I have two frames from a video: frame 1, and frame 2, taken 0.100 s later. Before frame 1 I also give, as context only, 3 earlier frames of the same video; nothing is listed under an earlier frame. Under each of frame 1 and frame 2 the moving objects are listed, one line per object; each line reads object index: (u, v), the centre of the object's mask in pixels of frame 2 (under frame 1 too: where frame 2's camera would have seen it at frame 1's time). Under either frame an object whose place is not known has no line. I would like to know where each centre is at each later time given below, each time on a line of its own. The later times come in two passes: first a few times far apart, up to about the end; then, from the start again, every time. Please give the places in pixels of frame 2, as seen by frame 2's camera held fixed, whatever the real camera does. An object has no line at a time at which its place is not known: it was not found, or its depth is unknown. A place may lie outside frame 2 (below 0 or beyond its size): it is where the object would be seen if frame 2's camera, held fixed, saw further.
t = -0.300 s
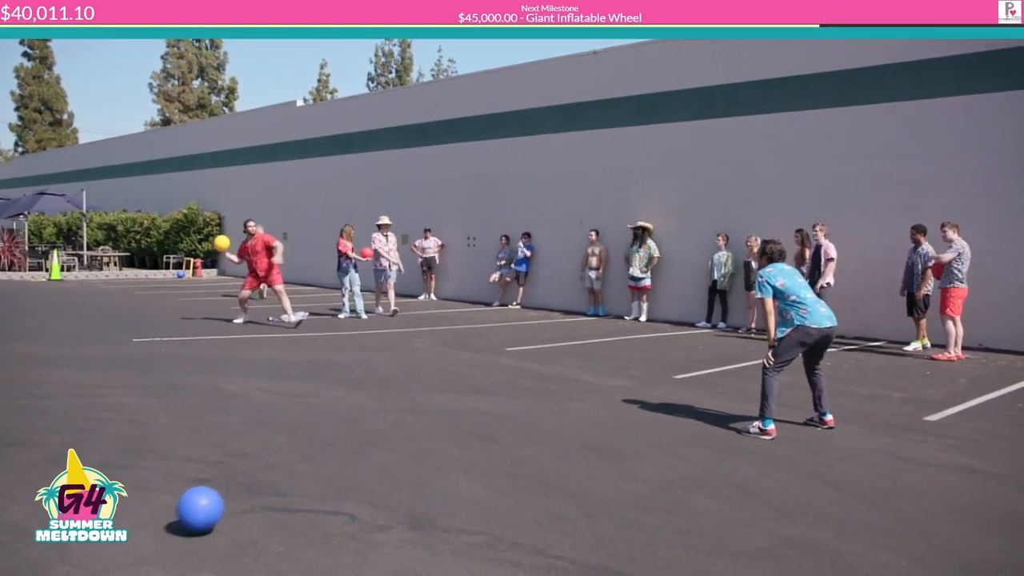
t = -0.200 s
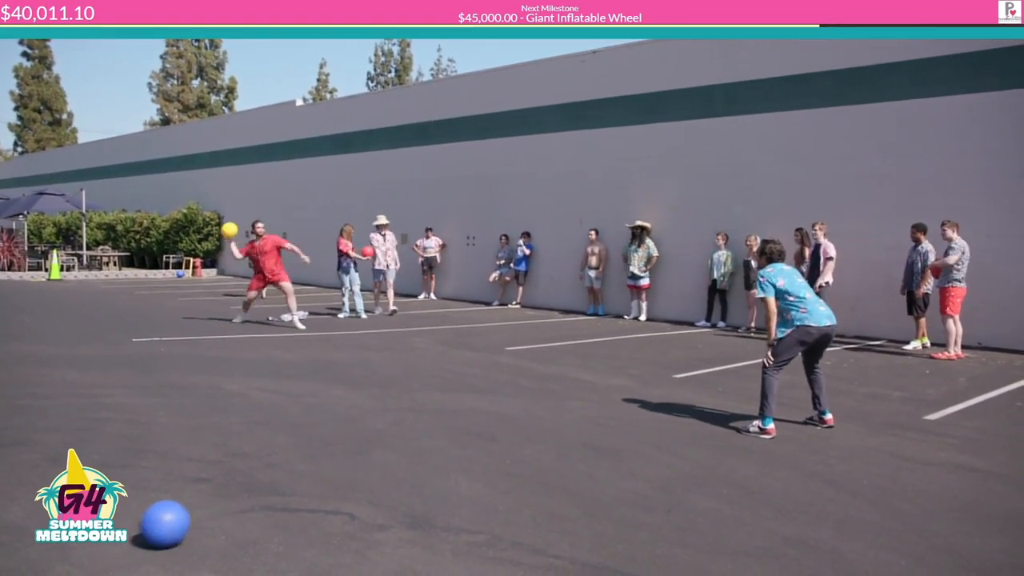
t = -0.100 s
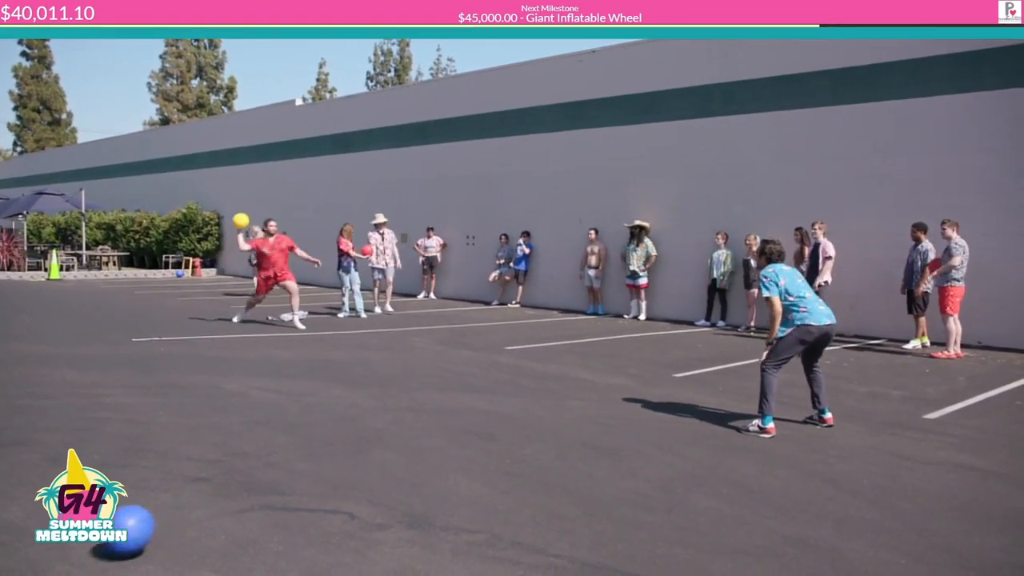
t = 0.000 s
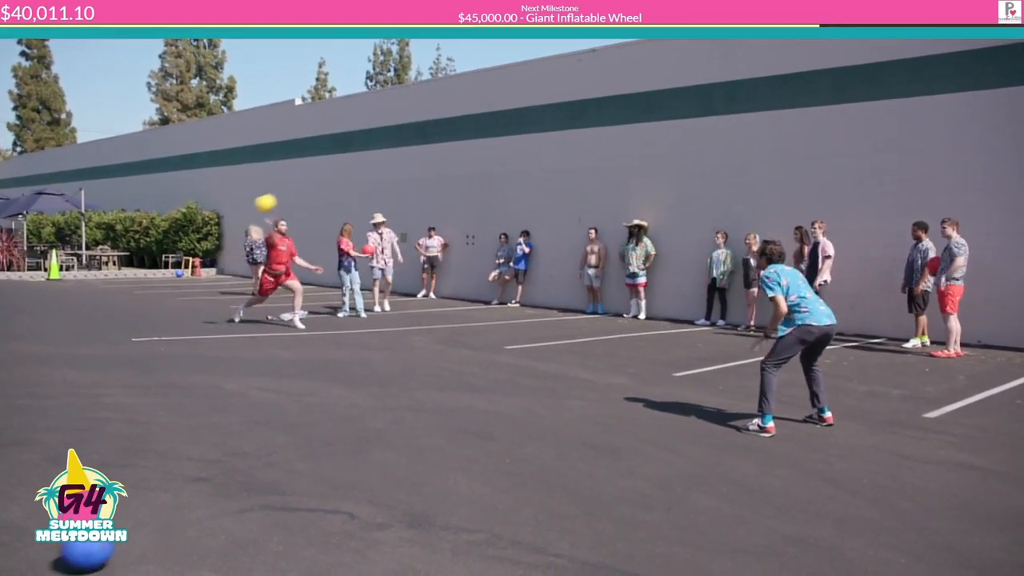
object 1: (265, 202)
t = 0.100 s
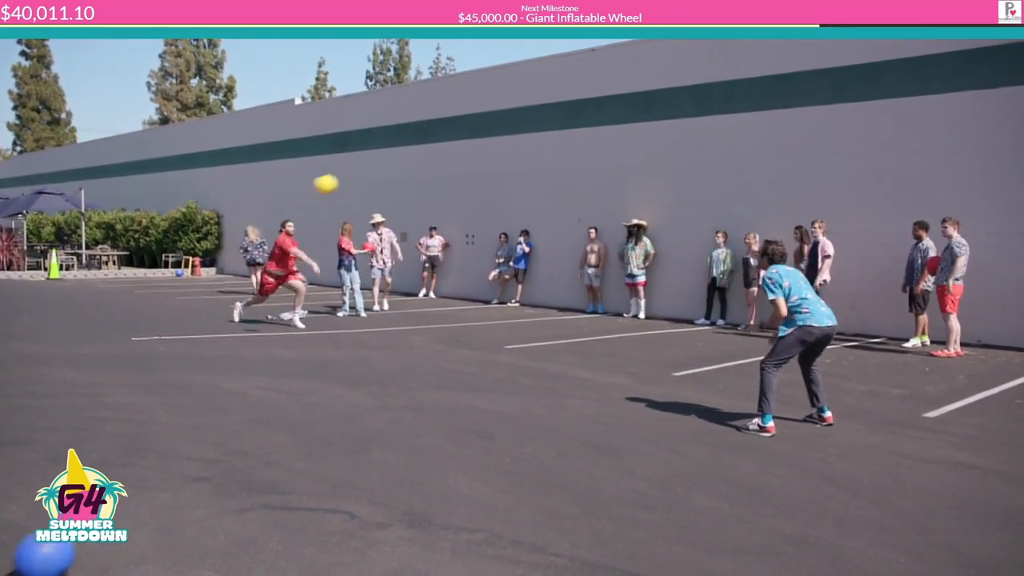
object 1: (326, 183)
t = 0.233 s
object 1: (423, 162)
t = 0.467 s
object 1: (663, 141)
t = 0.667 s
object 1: (1004, 157)
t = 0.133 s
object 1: (348, 178)
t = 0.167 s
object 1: (372, 173)
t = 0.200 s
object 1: (396, 168)
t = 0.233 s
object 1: (423, 162)
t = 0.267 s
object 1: (451, 158)
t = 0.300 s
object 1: (479, 154)
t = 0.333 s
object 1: (511, 150)
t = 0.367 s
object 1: (545, 147)
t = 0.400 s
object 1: (582, 144)
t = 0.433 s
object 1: (621, 142)
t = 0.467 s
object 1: (663, 141)
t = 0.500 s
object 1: (709, 141)
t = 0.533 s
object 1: (758, 142)
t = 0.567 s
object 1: (813, 143)
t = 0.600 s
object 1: (874, 147)
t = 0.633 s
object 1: (943, 151)
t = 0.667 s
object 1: (1004, 157)
